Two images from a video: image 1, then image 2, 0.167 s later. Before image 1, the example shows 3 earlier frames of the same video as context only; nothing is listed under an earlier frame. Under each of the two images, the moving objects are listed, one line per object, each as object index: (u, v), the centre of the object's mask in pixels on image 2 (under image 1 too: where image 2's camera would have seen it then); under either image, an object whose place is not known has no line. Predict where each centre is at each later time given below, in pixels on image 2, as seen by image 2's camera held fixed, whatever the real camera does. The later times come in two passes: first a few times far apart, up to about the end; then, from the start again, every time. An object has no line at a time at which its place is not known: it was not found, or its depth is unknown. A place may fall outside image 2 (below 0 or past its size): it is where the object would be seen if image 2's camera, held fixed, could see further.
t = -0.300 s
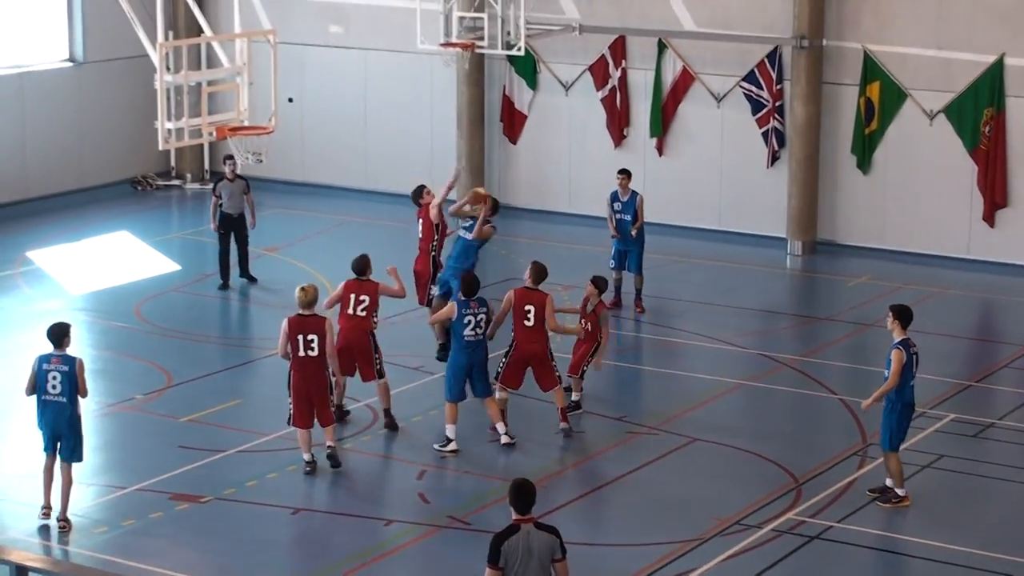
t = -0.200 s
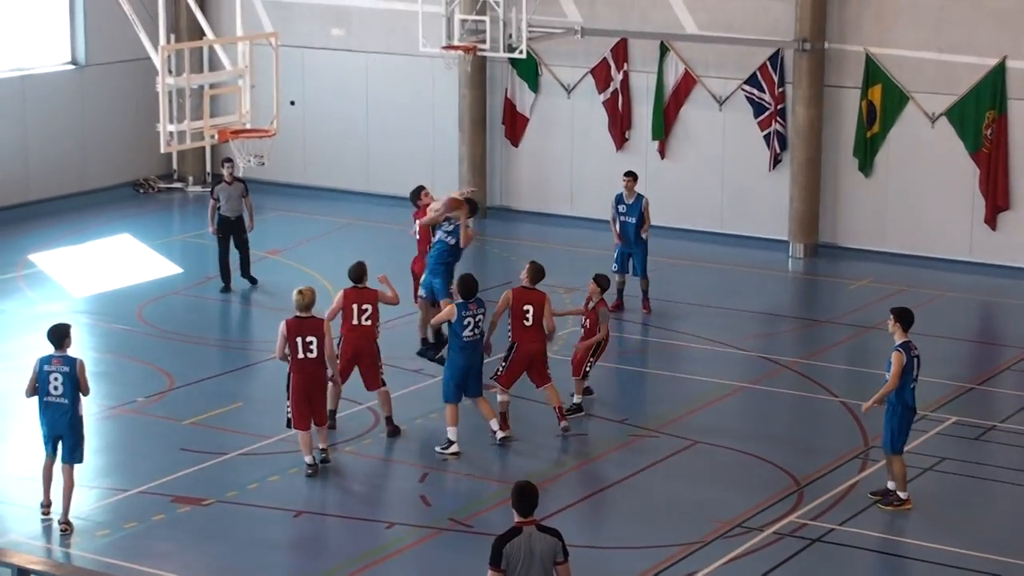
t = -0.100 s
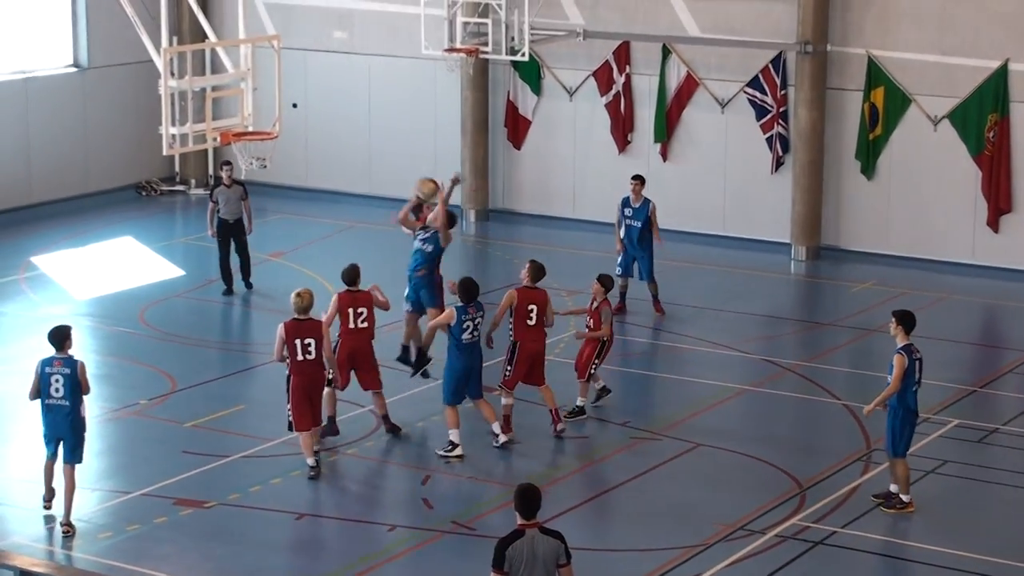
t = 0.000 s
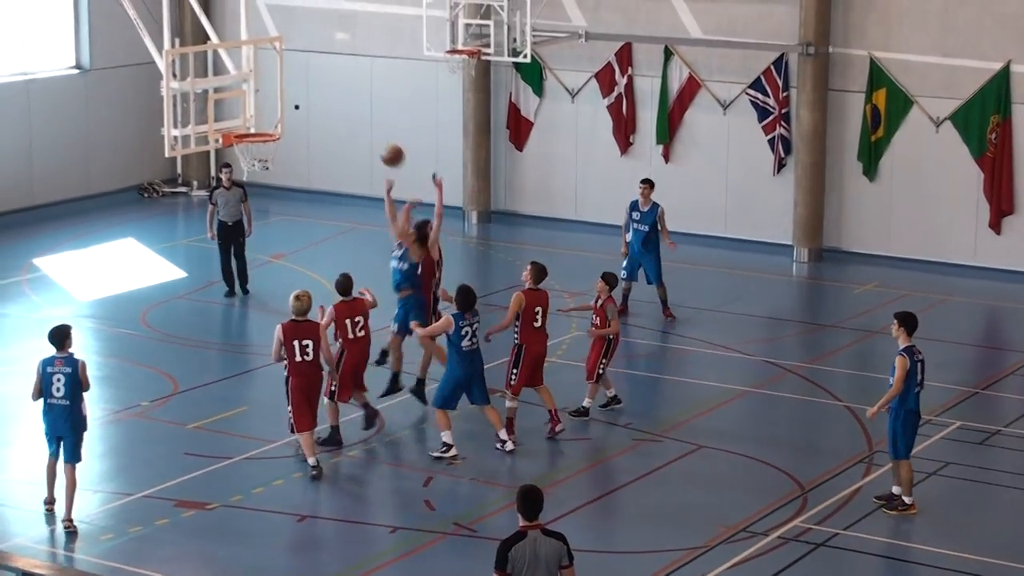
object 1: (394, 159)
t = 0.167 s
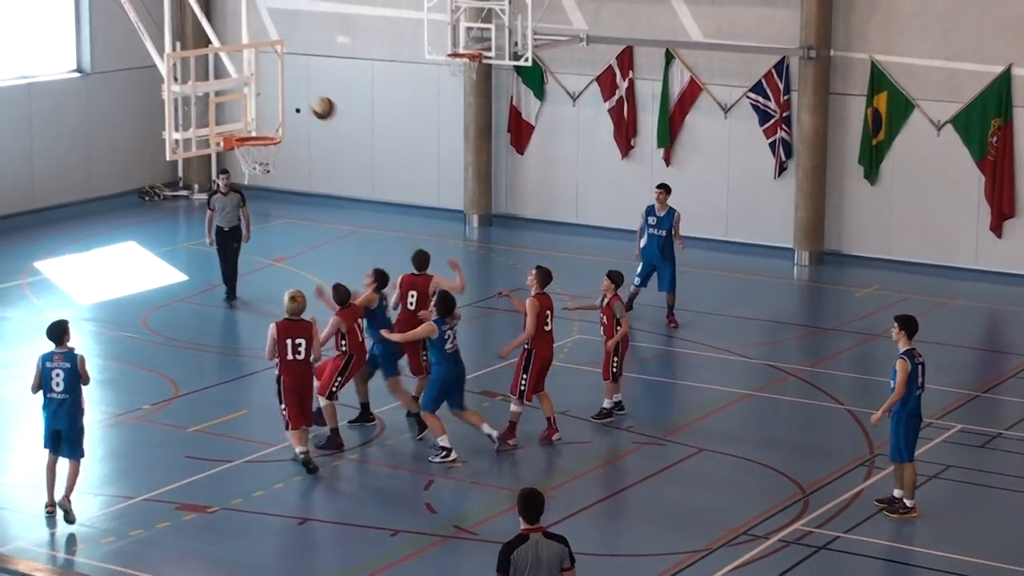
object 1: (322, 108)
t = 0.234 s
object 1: (295, 95)
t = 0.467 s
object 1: (262, 89)
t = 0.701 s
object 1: (286, 142)
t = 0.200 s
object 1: (309, 101)
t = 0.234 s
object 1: (295, 95)
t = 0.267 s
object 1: (281, 90)
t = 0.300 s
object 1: (266, 86)
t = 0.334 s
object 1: (254, 83)
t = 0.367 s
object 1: (253, 83)
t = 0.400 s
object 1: (256, 84)
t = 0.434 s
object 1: (258, 85)
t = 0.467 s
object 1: (262, 89)
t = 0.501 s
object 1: (265, 93)
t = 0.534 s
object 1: (269, 98)
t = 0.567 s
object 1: (273, 105)
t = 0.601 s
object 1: (278, 113)
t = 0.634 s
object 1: (281, 121)
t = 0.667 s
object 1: (283, 131)
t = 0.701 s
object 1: (286, 142)
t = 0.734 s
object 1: (290, 154)
